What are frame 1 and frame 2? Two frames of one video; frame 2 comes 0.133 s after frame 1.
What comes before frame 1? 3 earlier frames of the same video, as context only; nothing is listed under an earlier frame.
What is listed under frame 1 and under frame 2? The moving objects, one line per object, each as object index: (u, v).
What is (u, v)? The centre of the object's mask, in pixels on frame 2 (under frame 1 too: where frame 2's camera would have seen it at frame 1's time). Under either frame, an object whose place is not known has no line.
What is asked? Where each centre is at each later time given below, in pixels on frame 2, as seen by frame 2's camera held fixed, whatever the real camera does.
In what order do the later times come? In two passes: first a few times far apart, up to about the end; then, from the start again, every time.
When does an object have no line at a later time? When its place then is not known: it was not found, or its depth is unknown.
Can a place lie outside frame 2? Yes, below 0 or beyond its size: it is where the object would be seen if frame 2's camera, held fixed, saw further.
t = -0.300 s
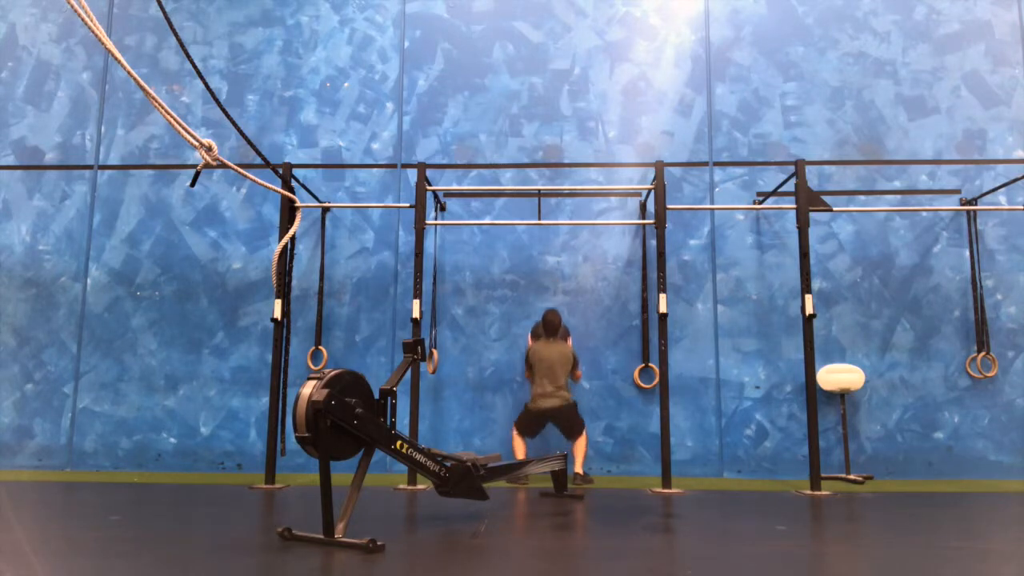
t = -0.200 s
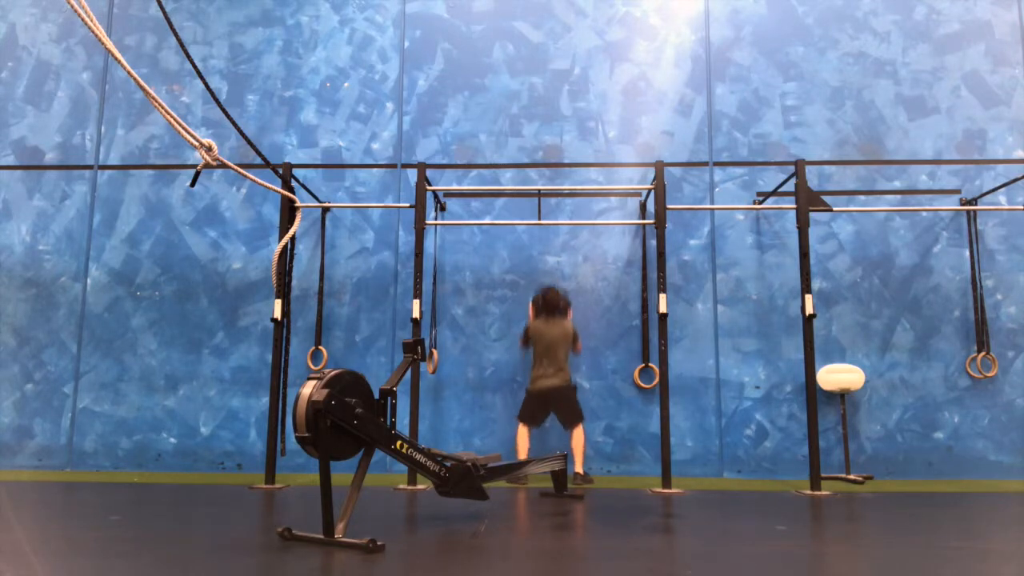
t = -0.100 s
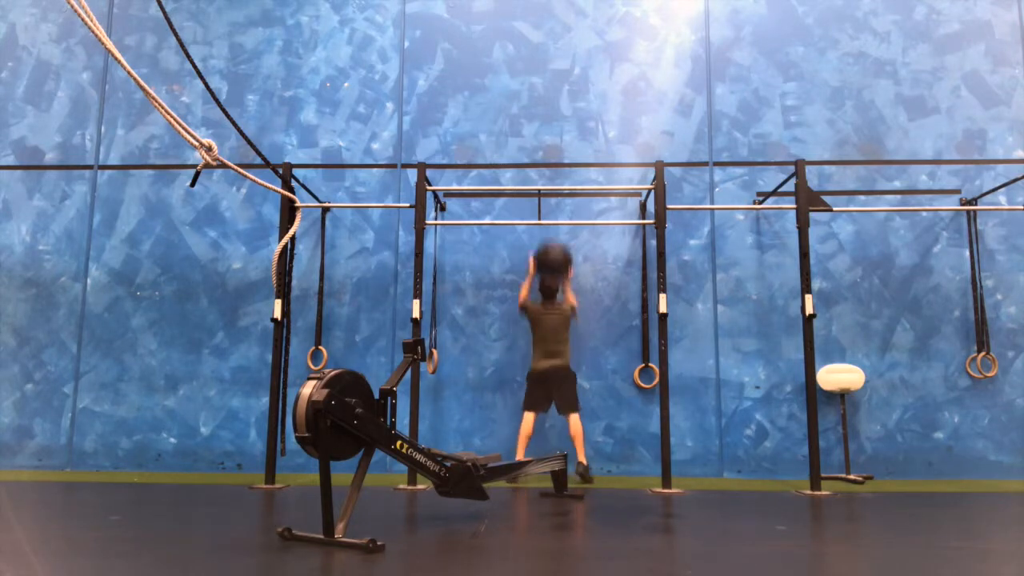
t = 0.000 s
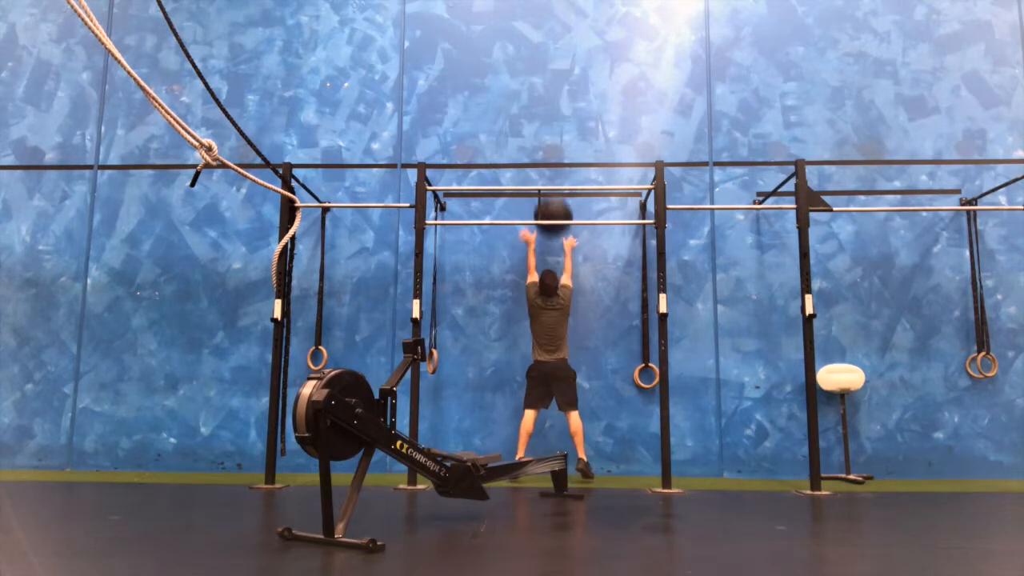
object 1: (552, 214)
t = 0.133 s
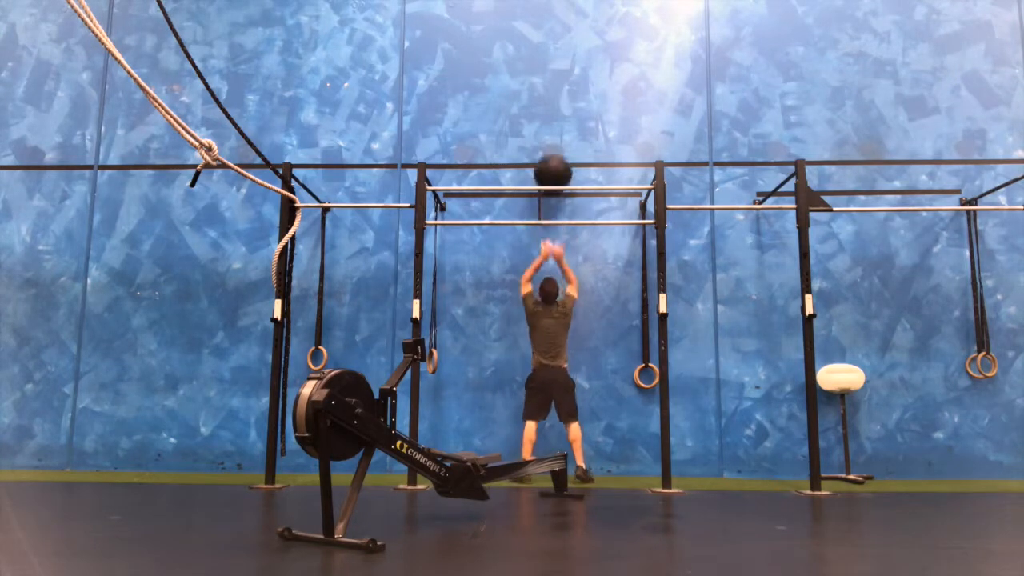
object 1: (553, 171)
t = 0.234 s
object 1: (553, 154)
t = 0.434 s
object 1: (553, 147)
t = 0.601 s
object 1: (554, 162)
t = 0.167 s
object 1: (552, 166)
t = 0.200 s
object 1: (552, 160)
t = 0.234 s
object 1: (553, 154)
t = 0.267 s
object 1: (552, 150)
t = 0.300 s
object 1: (552, 148)
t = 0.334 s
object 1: (552, 147)
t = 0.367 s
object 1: (552, 147)
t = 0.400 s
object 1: (552, 147)
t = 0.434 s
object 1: (553, 147)
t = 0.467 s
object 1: (553, 149)
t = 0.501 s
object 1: (553, 150)
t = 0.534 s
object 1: (554, 152)
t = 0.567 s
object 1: (554, 156)
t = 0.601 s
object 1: (554, 162)
